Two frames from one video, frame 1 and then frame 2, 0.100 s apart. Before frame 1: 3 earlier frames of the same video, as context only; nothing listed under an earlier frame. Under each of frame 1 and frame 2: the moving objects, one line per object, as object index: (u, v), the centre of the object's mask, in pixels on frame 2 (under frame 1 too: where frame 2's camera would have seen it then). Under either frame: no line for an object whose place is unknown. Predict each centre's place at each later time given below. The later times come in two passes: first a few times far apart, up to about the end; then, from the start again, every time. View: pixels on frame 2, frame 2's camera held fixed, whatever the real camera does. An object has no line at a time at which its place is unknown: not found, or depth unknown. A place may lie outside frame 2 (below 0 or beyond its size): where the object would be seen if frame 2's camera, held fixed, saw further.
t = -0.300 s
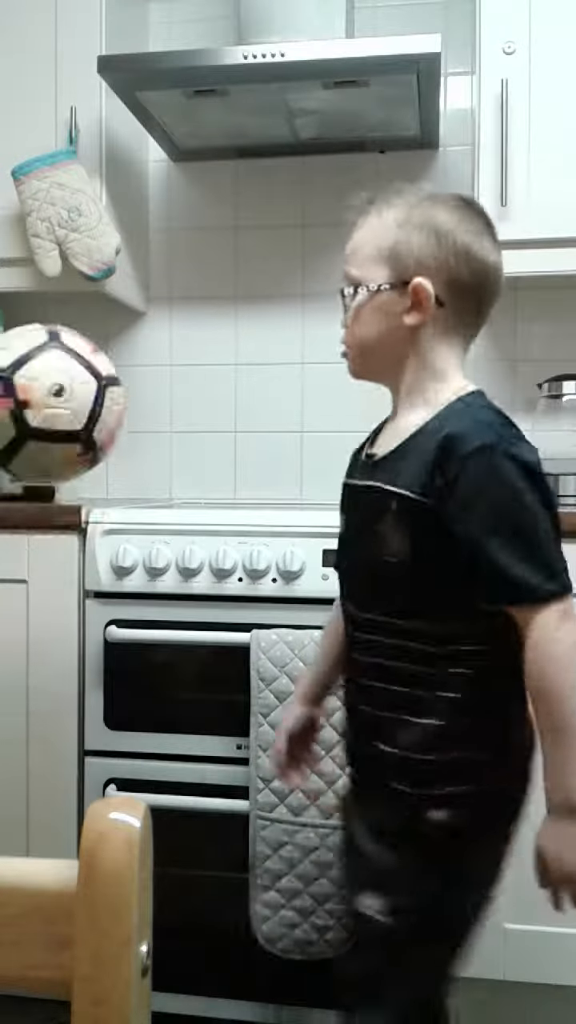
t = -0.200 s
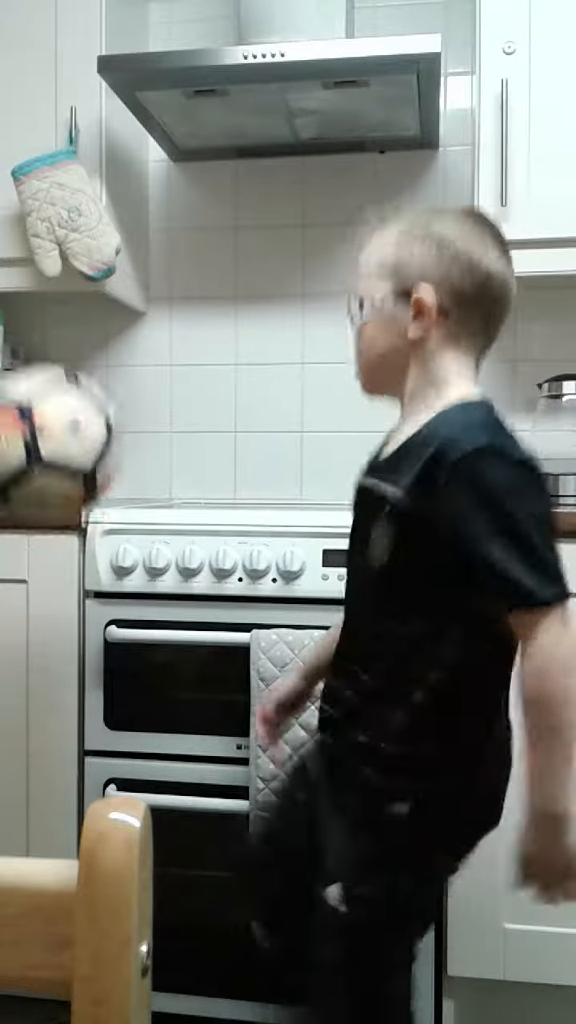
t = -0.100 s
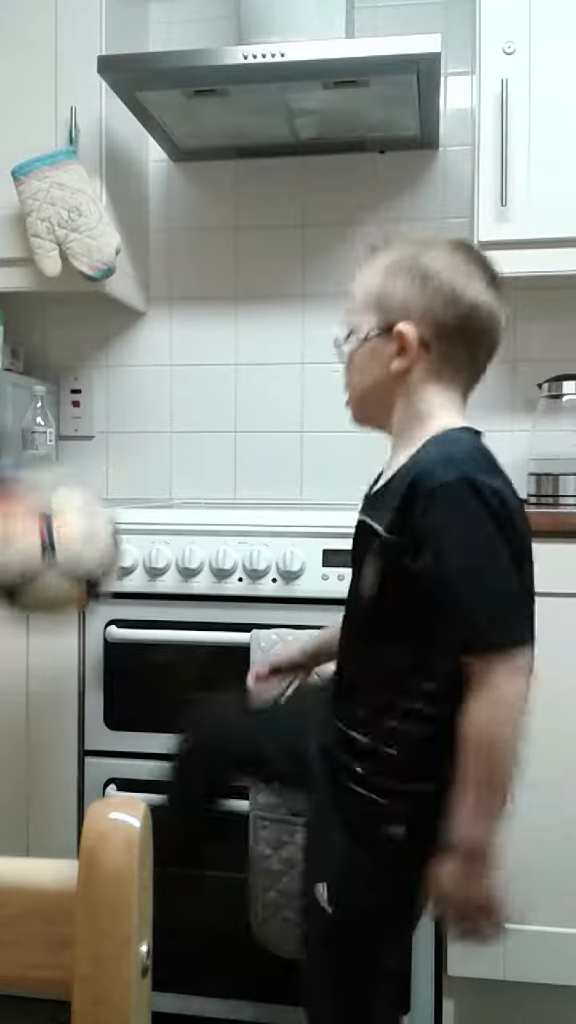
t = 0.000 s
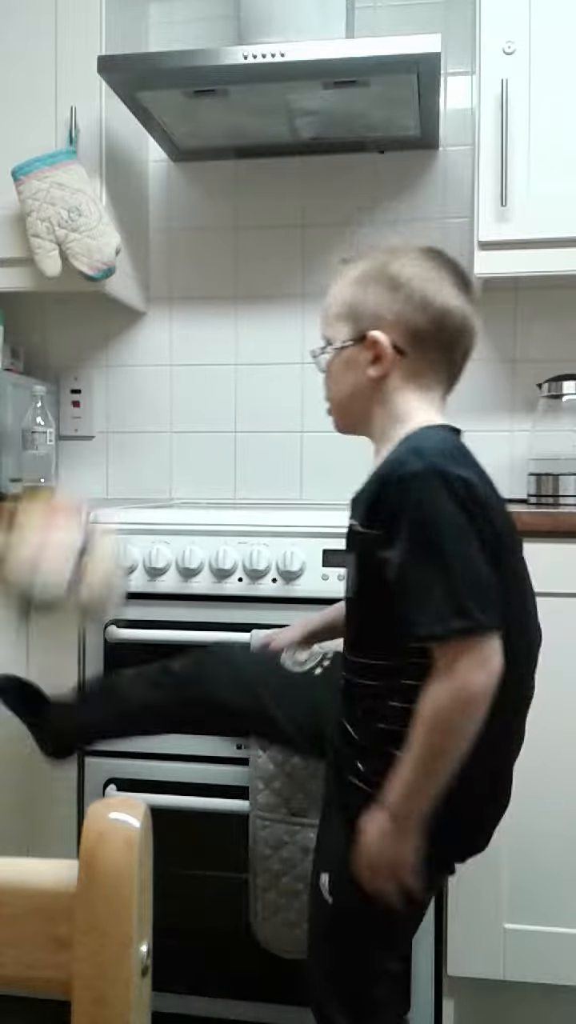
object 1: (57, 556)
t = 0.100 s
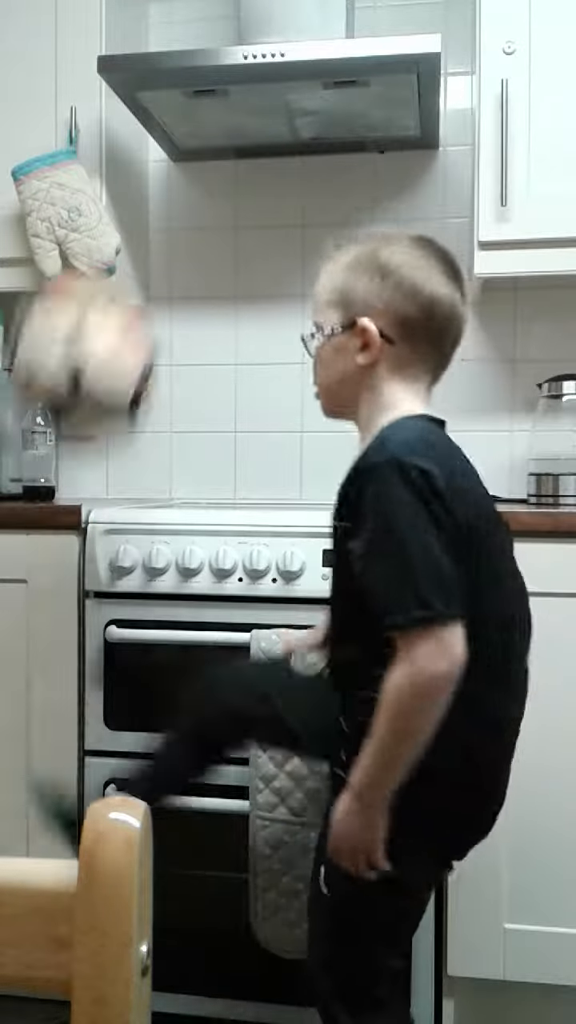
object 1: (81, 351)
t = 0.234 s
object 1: (125, 165)
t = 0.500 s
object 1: (215, 130)
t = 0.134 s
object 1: (91, 302)
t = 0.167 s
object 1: (105, 257)
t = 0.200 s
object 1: (113, 208)
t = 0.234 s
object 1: (125, 165)
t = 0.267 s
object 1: (135, 134)
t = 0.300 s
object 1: (139, 112)
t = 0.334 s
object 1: (151, 96)
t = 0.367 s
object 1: (164, 87)
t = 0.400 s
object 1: (178, 88)
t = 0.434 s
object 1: (189, 93)
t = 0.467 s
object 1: (201, 106)
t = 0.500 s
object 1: (215, 130)
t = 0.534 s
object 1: (227, 156)
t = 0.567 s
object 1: (241, 198)
